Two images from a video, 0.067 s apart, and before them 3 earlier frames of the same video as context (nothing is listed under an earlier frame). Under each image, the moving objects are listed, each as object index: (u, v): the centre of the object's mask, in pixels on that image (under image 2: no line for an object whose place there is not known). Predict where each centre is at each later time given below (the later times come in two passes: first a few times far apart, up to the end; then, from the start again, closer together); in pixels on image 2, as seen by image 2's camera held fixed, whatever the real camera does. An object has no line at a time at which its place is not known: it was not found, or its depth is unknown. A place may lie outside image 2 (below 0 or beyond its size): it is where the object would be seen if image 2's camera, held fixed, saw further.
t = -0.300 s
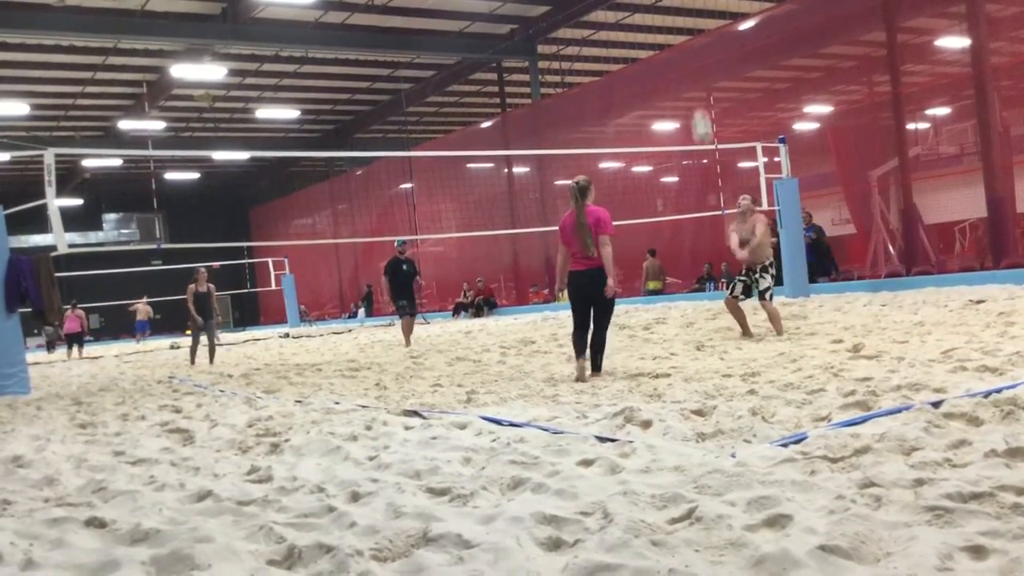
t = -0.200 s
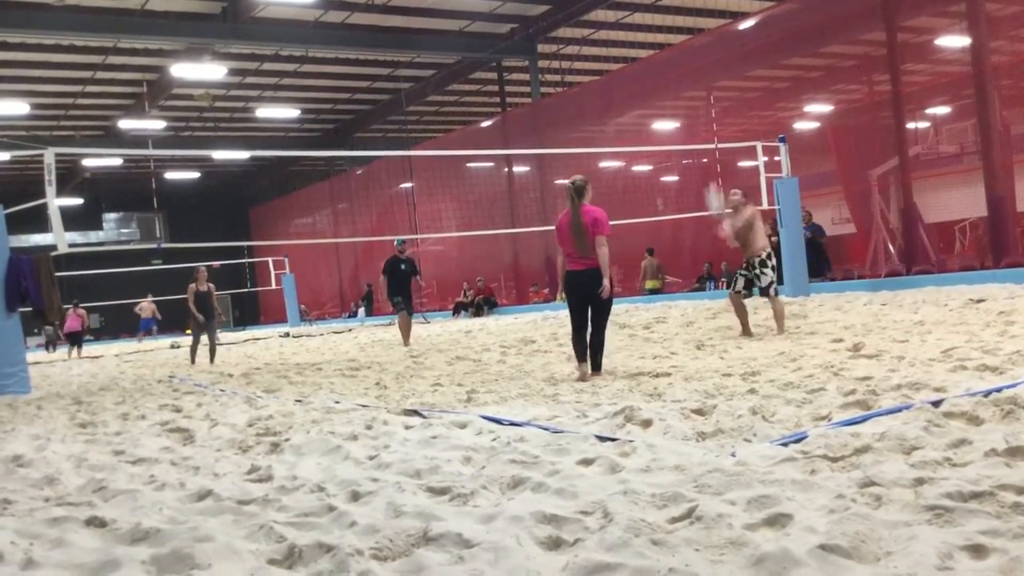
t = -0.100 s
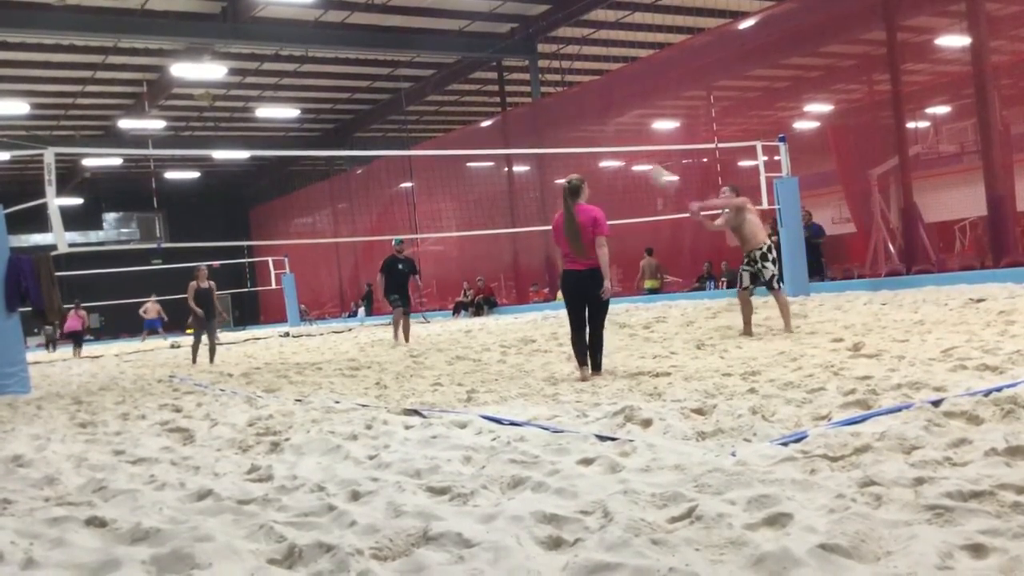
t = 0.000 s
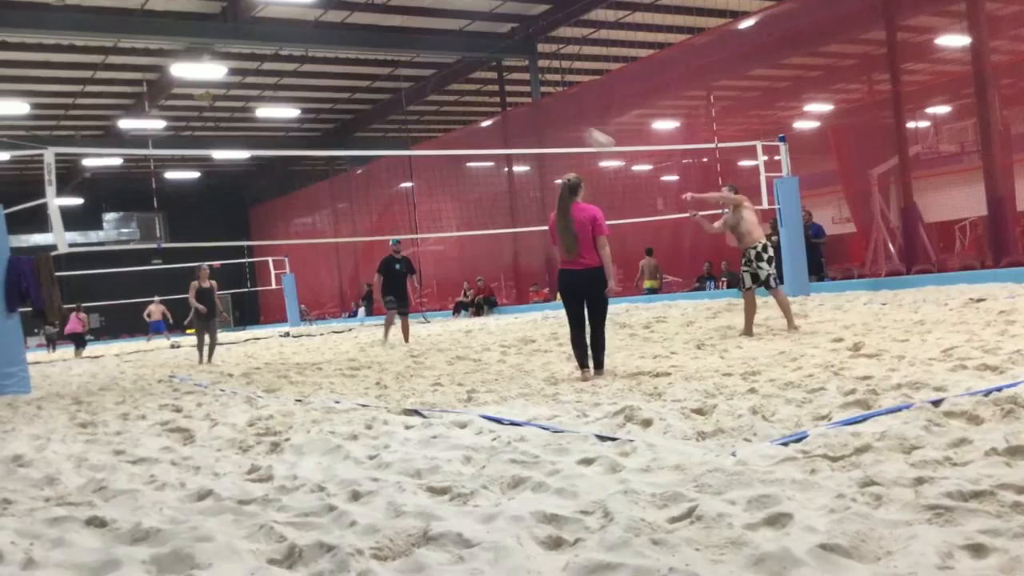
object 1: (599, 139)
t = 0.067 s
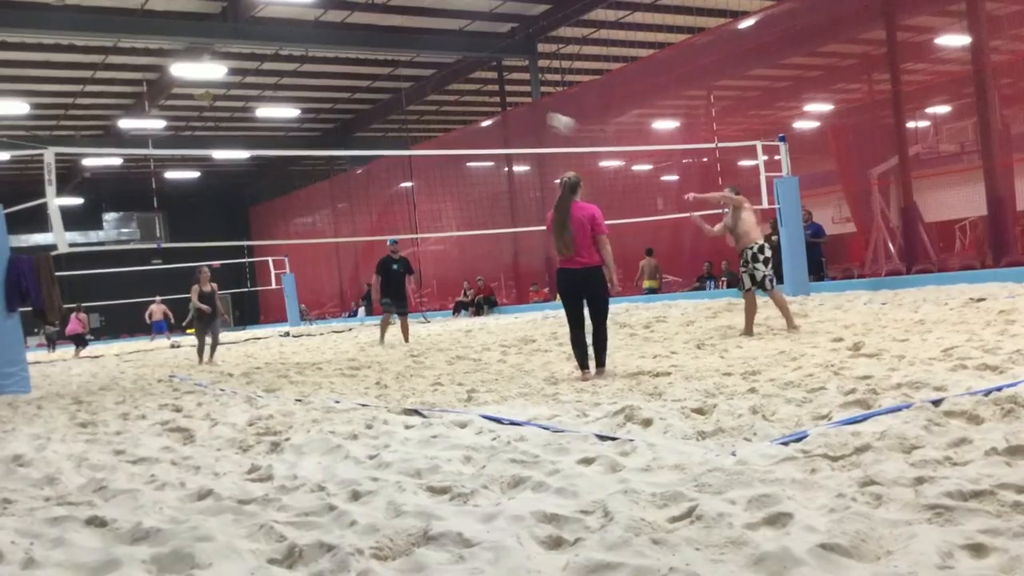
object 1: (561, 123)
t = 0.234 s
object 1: (478, 101)
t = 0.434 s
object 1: (398, 105)
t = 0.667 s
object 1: (325, 143)
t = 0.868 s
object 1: (276, 200)
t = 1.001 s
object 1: (248, 248)
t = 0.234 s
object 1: (478, 101)
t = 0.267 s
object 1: (464, 99)
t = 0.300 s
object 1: (450, 99)
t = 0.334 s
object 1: (435, 99)
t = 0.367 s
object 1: (423, 100)
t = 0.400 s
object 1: (410, 102)
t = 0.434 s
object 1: (398, 105)
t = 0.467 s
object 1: (388, 109)
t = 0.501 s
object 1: (375, 114)
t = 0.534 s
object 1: (364, 118)
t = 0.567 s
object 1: (353, 124)
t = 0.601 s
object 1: (344, 131)
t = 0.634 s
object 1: (334, 137)
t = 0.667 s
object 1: (325, 143)
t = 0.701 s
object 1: (316, 153)
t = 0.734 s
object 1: (306, 162)
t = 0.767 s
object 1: (298, 170)
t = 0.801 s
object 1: (291, 180)
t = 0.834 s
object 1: (283, 189)
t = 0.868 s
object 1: (276, 200)
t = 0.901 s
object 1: (268, 211)
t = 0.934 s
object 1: (261, 223)
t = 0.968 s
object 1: (255, 233)
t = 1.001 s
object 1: (248, 248)
